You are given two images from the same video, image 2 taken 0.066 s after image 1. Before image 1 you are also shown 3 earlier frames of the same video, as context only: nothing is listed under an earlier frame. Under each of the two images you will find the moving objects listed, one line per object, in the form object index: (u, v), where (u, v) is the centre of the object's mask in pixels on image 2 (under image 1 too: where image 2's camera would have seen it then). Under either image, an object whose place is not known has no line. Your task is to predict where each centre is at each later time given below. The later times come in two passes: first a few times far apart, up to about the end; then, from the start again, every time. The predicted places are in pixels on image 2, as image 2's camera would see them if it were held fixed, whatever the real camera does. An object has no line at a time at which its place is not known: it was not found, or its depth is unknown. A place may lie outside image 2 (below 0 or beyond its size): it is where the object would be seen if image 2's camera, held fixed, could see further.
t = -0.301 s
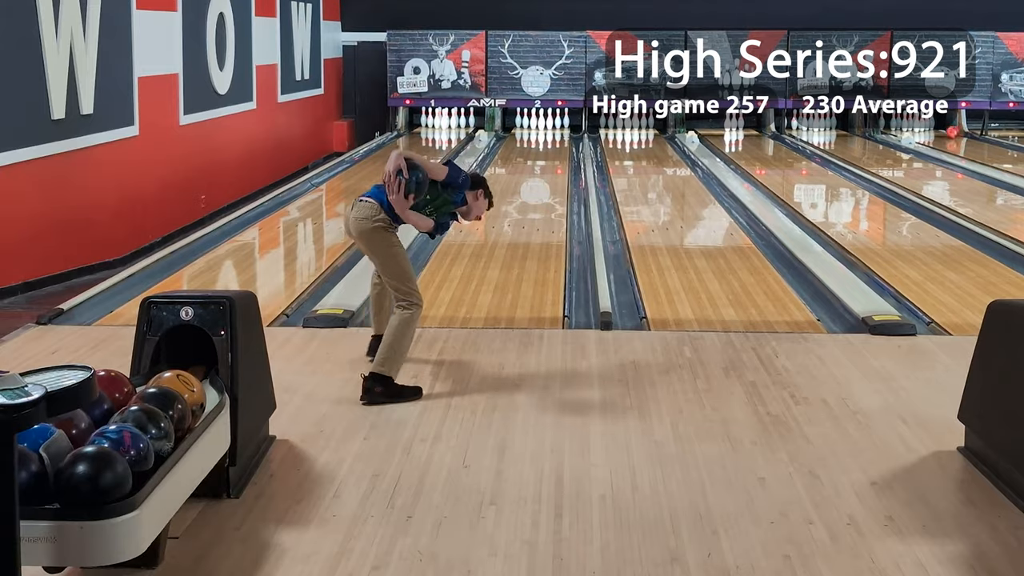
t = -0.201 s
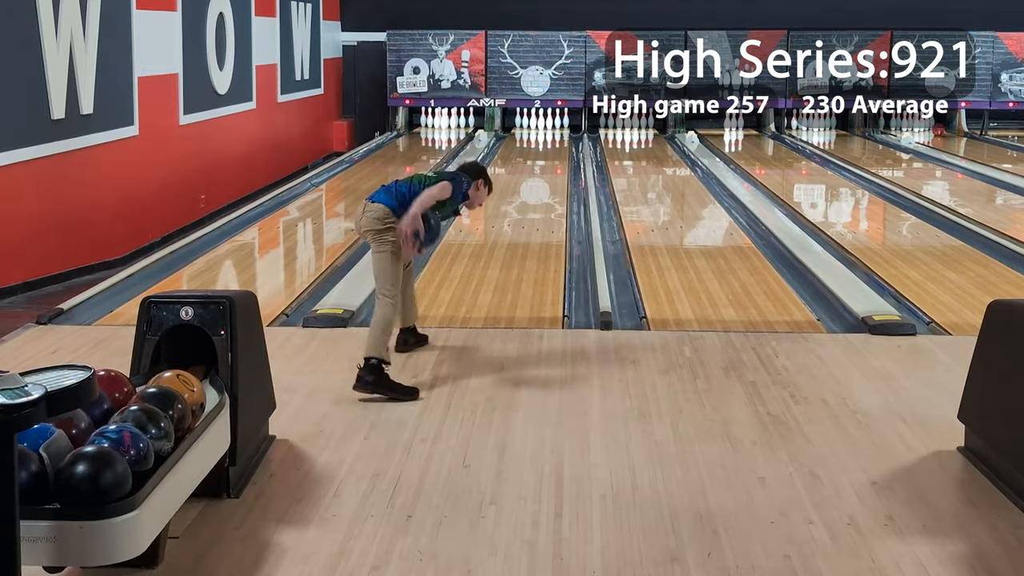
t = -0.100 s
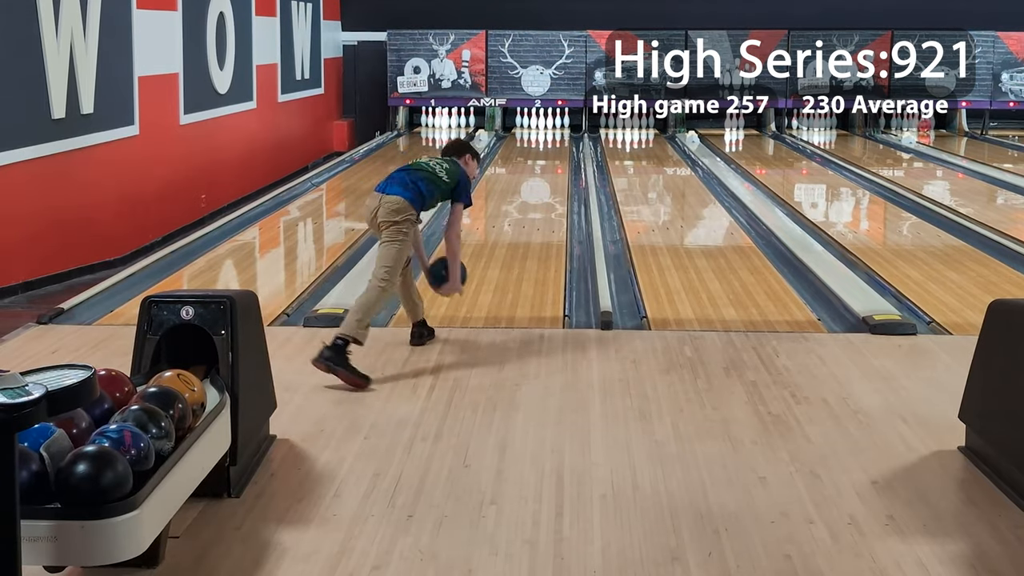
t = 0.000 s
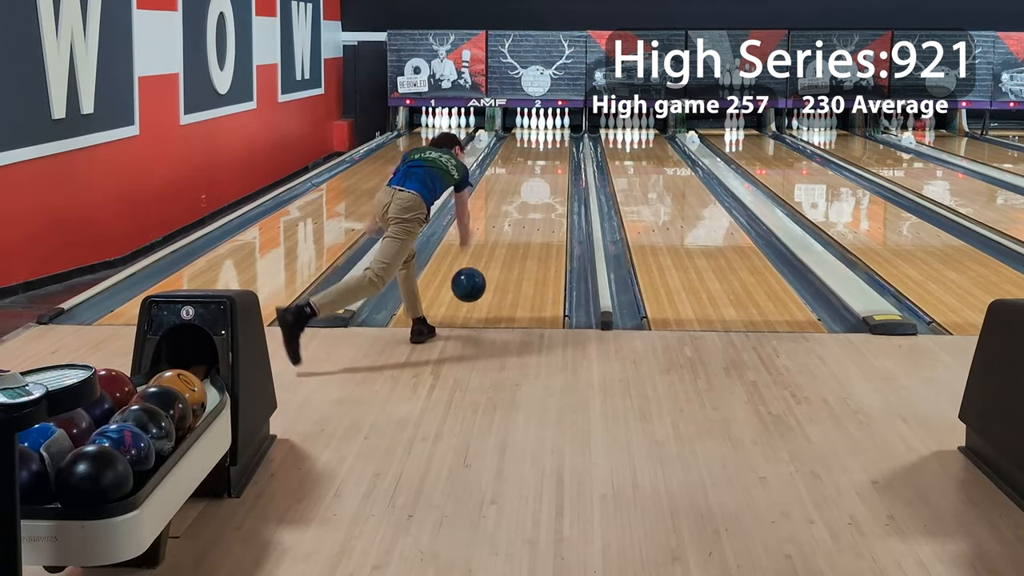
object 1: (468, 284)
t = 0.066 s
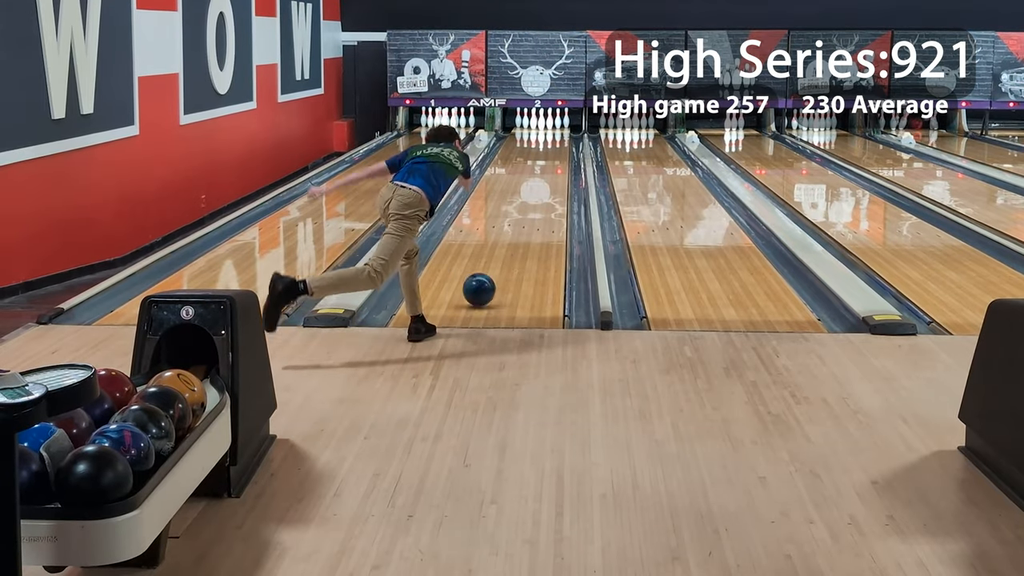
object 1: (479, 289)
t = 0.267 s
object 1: (504, 252)
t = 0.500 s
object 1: (526, 220)
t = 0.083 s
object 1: (481, 287)
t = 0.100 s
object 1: (484, 282)
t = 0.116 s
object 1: (486, 278)
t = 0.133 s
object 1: (488, 274)
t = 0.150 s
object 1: (491, 271)
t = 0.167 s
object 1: (493, 269)
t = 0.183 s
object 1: (495, 266)
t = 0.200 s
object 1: (497, 263)
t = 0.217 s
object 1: (499, 260)
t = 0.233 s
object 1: (501, 257)
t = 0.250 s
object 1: (503, 255)
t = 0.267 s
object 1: (504, 252)
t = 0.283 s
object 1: (506, 249)
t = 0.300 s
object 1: (508, 246)
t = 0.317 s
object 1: (510, 244)
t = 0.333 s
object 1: (511, 242)
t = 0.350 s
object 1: (513, 239)
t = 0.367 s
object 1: (514, 236)
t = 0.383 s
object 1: (516, 234)
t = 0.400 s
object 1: (517, 232)
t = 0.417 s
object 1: (519, 230)
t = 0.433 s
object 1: (520, 228)
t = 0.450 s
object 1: (522, 226)
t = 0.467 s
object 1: (523, 224)
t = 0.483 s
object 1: (524, 222)
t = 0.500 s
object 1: (526, 220)
